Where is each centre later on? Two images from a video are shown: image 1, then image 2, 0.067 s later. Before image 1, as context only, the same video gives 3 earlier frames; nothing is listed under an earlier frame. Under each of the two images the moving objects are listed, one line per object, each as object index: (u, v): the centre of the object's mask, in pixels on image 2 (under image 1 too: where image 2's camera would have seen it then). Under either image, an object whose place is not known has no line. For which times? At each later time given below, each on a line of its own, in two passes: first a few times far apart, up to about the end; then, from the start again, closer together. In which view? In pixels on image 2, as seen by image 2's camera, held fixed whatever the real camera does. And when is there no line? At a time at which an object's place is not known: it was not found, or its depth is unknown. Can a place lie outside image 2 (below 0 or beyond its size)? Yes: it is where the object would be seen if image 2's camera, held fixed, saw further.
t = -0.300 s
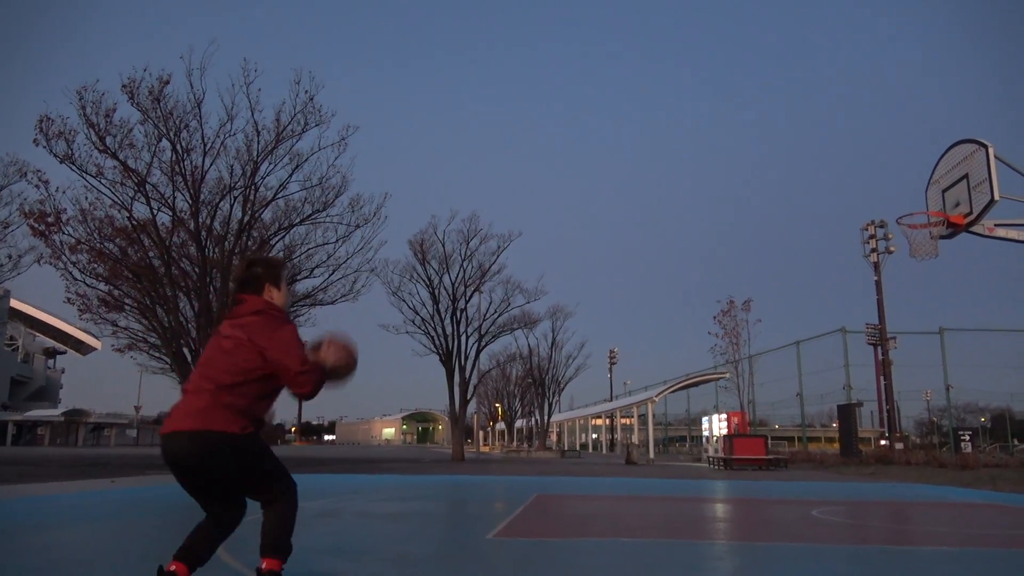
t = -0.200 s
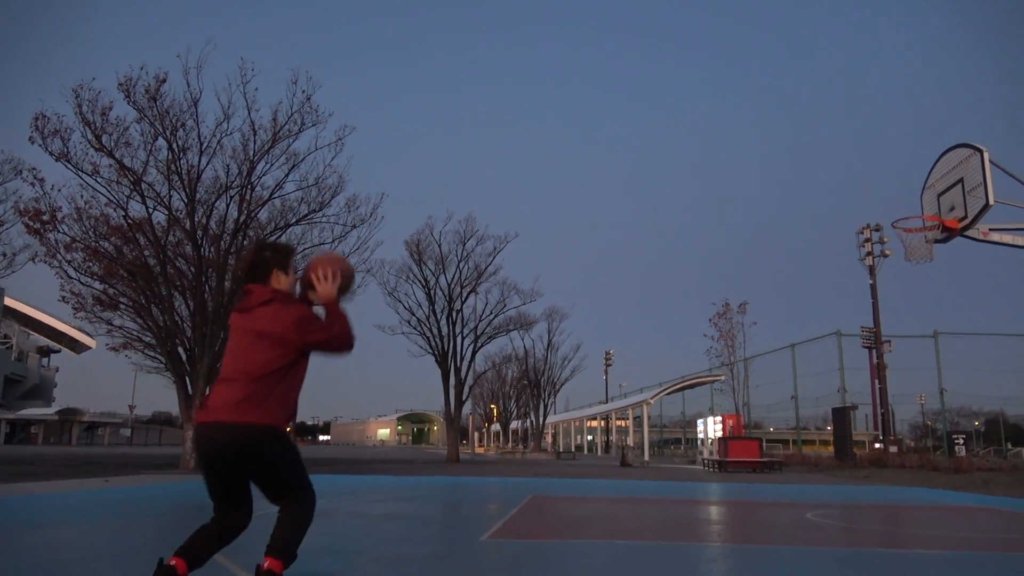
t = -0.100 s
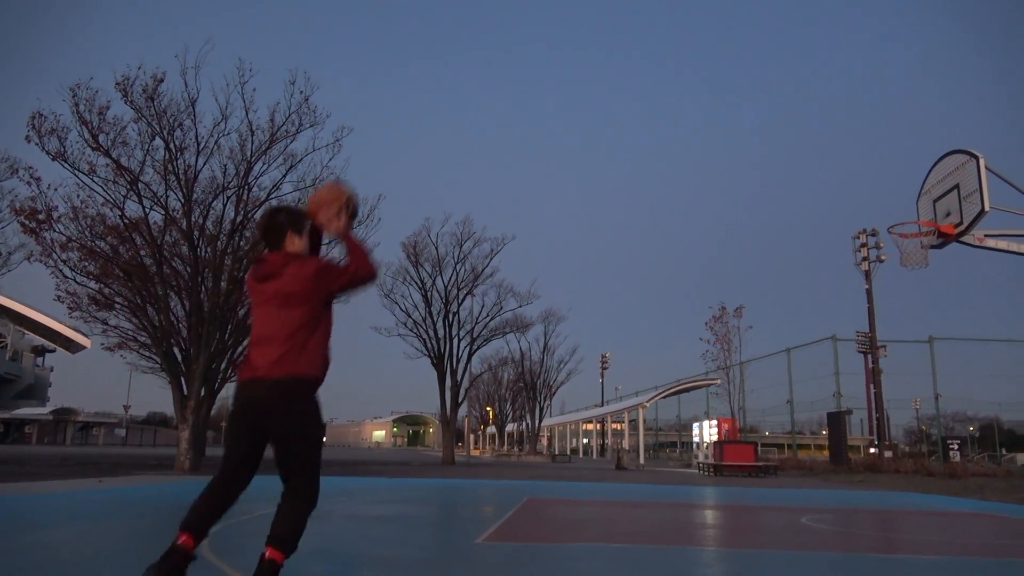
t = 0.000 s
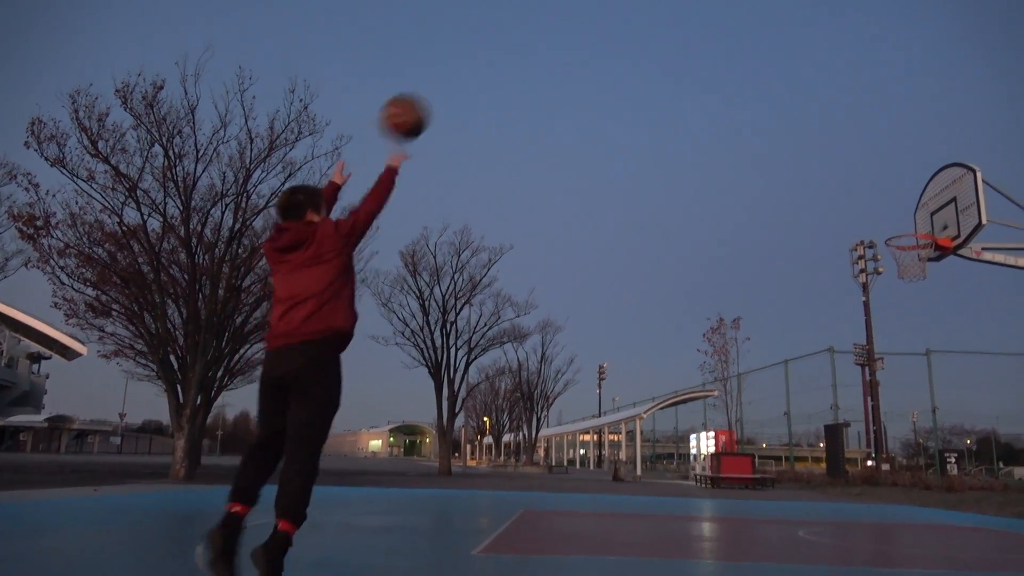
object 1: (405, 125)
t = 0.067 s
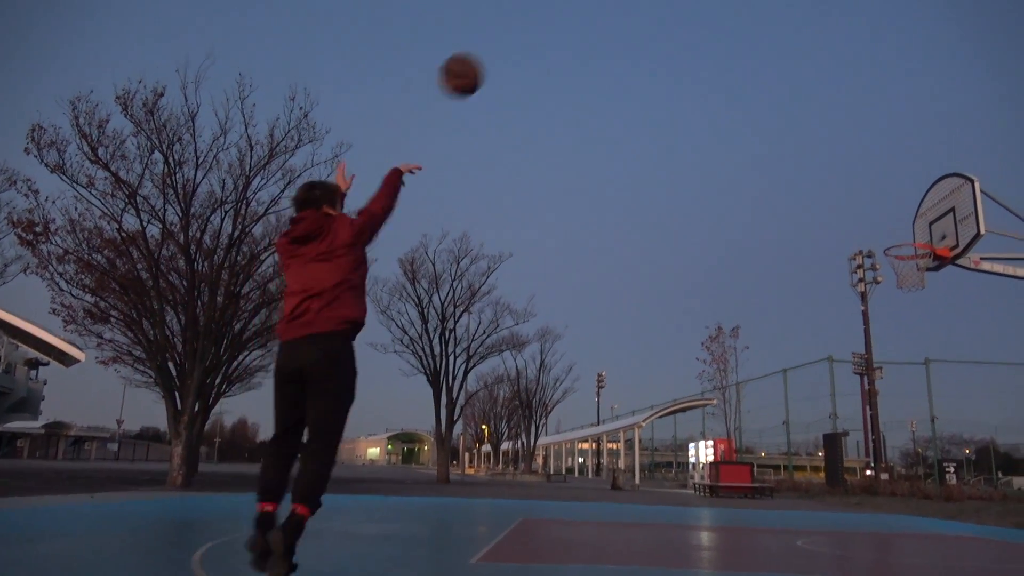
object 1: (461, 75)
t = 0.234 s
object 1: (573, 3)
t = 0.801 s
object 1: (795, 37)
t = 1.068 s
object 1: (868, 139)
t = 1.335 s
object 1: (914, 251)
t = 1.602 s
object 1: (845, 284)
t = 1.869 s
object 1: (787, 371)
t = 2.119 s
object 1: (739, 502)
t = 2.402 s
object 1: (712, 443)
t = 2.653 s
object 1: (694, 419)
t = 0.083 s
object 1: (474, 65)
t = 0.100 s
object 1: (488, 55)
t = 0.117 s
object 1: (500, 47)
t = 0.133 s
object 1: (511, 39)
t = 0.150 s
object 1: (522, 32)
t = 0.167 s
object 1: (533, 24)
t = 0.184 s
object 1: (544, 18)
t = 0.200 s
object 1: (554, 12)
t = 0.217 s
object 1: (563, 6)
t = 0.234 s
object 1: (573, 3)
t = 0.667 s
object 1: (754, 3)
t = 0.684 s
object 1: (760, 6)
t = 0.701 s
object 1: (765, 10)
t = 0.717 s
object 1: (770, 14)
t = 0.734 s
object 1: (775, 18)
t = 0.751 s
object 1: (780, 22)
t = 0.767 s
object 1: (785, 27)
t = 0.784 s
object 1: (790, 32)
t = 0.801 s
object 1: (795, 37)
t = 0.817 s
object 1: (800, 42)
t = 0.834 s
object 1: (805, 47)
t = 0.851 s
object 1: (809, 53)
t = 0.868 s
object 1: (814, 58)
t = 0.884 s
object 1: (819, 64)
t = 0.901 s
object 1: (824, 70)
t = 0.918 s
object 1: (828, 76)
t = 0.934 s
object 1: (833, 82)
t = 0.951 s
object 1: (837, 89)
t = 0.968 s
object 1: (842, 95)
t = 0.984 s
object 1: (846, 103)
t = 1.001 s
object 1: (850, 109)
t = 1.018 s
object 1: (855, 116)
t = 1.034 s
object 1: (859, 124)
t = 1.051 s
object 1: (863, 131)
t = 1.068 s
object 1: (868, 139)
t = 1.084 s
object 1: (872, 147)
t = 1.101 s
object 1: (877, 155)
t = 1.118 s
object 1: (880, 163)
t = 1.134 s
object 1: (885, 171)
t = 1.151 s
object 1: (889, 179)
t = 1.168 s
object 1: (893, 188)
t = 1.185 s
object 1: (897, 197)
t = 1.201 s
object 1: (901, 206)
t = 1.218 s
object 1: (905, 214)
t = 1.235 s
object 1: (909, 224)
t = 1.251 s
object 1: (912, 233)
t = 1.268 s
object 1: (917, 239)
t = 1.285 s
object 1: (918, 248)
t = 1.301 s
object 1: (919, 249)
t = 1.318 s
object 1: (917, 251)
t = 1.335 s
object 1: (914, 251)
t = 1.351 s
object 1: (911, 253)
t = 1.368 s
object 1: (904, 250)
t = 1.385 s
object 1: (900, 253)
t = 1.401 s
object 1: (896, 253)
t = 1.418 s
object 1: (891, 256)
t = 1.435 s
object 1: (886, 257)
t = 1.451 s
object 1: (881, 260)
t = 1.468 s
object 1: (878, 261)
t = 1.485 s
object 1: (874, 262)
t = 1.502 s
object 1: (870, 265)
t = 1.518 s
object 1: (867, 267)
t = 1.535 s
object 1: (863, 270)
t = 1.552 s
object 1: (857, 274)
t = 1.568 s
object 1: (854, 277)
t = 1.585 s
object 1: (850, 280)
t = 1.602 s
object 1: (845, 284)
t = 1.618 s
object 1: (842, 288)
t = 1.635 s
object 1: (838, 292)
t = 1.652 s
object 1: (834, 296)
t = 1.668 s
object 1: (830, 301)
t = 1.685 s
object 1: (826, 306)
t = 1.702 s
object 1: (822, 310)
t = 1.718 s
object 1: (819, 315)
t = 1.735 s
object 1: (815, 321)
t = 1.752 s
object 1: (812, 326)
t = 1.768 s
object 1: (808, 332)
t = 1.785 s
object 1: (805, 338)
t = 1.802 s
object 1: (801, 344)
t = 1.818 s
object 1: (797, 351)
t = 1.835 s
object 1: (794, 357)
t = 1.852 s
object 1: (791, 364)
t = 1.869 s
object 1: (787, 371)
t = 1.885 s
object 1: (784, 378)
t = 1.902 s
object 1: (781, 385)
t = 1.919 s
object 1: (777, 393)
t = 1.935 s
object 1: (774, 401)
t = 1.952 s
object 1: (771, 409)
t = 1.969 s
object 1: (767, 417)
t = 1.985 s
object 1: (764, 426)
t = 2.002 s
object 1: (761, 434)
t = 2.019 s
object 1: (757, 444)
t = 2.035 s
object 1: (754, 452)
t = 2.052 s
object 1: (751, 460)
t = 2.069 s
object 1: (748, 471)
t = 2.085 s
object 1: (744, 481)
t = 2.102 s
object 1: (743, 493)
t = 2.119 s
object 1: (739, 502)
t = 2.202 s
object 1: (729, 502)
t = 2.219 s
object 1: (727, 496)
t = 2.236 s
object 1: (726, 491)
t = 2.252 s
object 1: (725, 486)
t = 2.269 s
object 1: (723, 479)
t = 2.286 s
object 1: (721, 475)
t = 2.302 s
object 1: (721, 470)
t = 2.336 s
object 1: (718, 459)
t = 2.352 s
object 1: (716, 454)
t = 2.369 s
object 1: (715, 452)
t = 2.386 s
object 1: (713, 446)
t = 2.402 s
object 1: (712, 443)
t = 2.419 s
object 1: (711, 440)
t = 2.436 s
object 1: (710, 438)
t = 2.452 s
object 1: (708, 434)
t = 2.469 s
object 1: (707, 432)
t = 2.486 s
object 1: (706, 430)
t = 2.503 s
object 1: (704, 428)
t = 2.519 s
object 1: (703, 426)
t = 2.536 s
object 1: (702, 425)
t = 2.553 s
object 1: (701, 423)
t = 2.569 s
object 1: (700, 422)
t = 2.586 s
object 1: (698, 421)
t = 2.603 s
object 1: (697, 420)
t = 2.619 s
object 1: (696, 420)
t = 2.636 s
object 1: (695, 420)
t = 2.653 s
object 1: (694, 419)
